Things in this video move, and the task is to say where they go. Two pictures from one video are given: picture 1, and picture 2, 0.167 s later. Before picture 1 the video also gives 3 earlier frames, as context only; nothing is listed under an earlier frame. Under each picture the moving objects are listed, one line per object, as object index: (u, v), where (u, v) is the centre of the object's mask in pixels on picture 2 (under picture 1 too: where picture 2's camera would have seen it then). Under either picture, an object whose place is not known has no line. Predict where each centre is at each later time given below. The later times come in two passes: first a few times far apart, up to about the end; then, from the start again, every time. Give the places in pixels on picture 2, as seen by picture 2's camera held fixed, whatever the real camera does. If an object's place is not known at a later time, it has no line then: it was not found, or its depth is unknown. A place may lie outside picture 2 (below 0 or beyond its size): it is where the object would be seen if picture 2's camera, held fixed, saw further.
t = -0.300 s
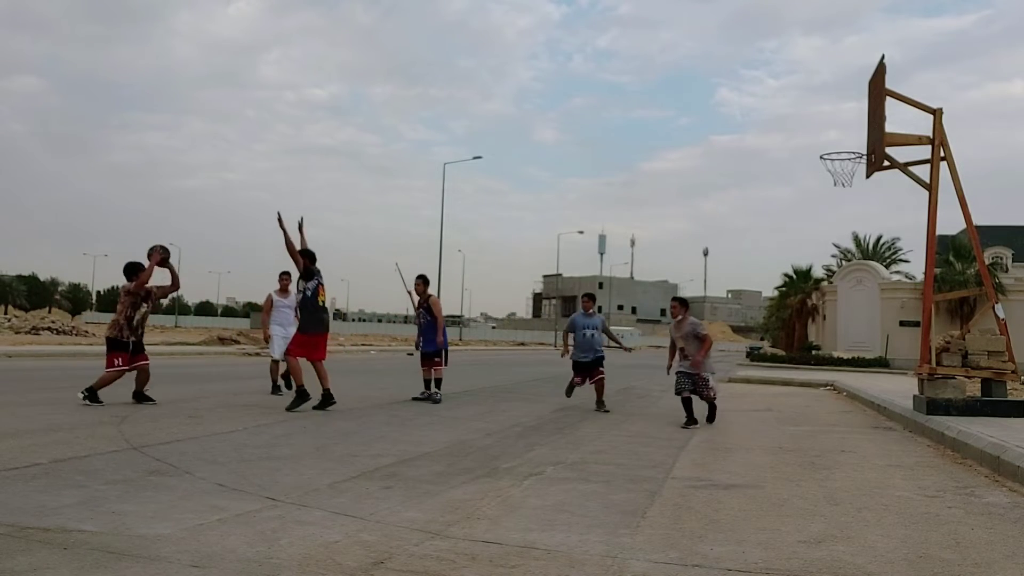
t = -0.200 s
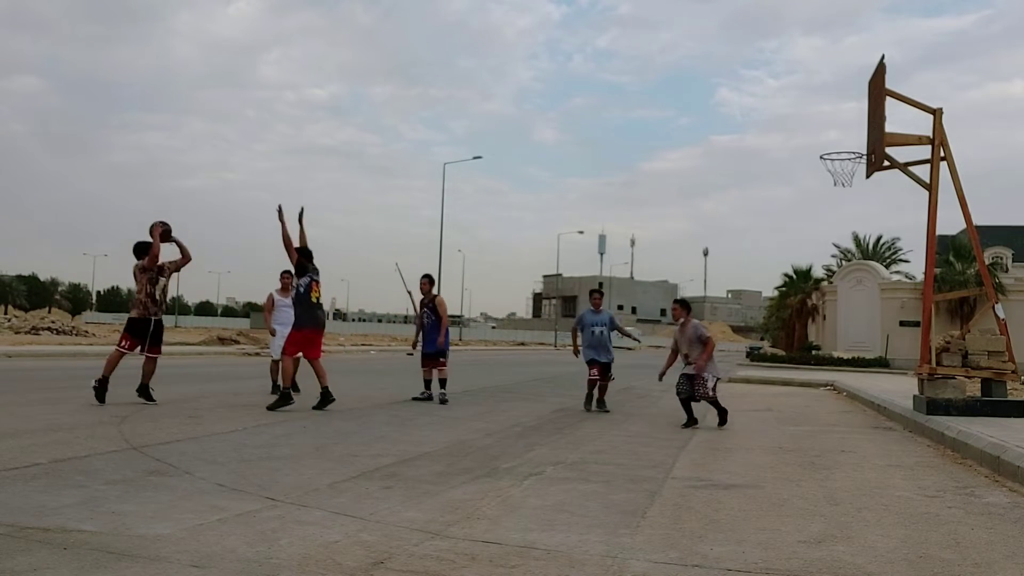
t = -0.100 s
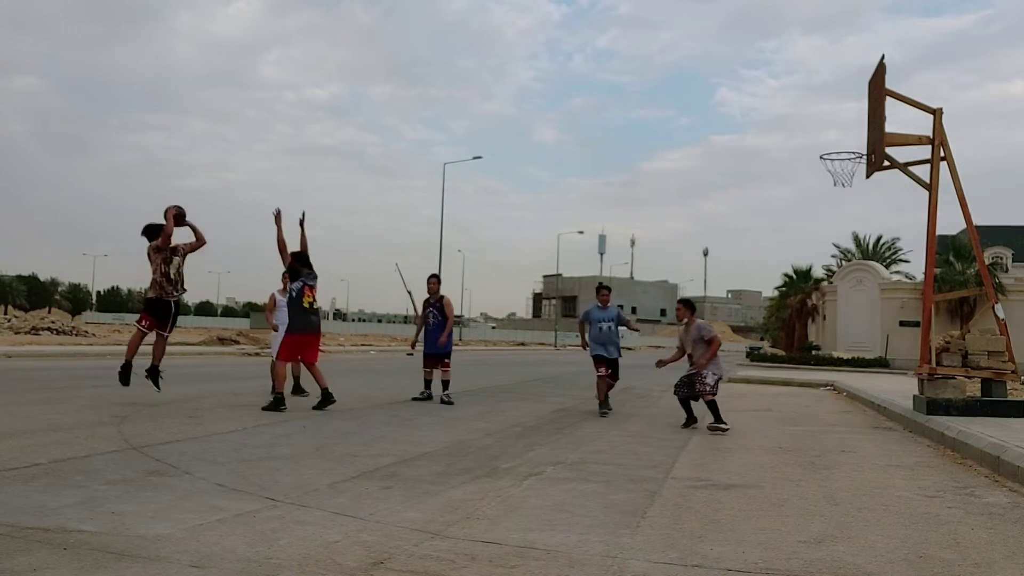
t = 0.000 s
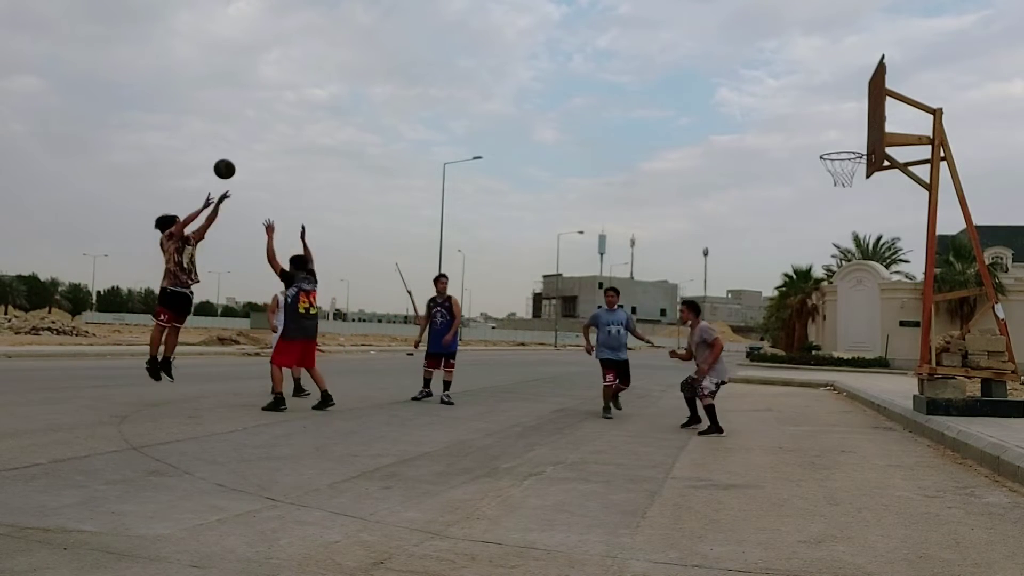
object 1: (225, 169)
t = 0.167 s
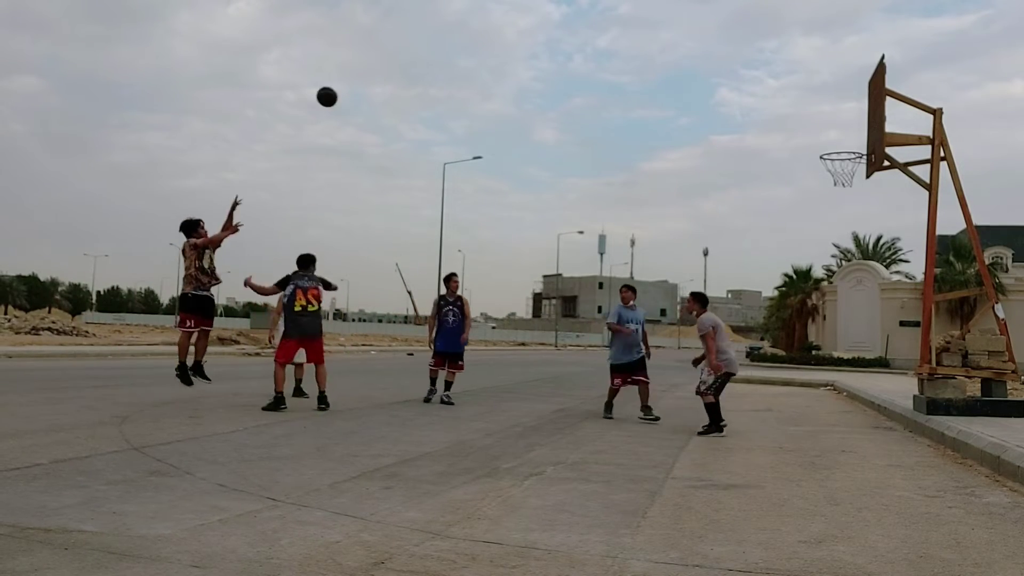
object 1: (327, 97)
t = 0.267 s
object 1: (386, 65)
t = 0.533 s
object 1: (539, 24)
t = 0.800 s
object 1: (686, 40)
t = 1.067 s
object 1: (829, 115)
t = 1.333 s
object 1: (860, 128)
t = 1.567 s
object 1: (854, 146)
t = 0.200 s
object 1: (347, 85)
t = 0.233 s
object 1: (367, 75)
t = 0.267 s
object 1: (386, 65)
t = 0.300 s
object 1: (406, 57)
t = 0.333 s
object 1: (425, 49)
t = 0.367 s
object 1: (444, 43)
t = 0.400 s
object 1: (464, 37)
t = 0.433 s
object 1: (483, 32)
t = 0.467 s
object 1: (501, 28)
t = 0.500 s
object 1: (520, 26)
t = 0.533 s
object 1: (539, 24)
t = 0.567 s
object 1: (558, 22)
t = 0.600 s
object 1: (576, 22)
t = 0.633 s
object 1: (595, 23)
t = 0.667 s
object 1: (613, 24)
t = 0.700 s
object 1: (631, 27)
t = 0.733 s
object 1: (650, 30)
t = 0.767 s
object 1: (668, 35)
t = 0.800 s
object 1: (686, 40)
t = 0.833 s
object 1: (704, 46)
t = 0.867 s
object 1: (722, 53)
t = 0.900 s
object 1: (740, 61)
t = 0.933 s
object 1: (758, 70)
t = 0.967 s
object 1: (776, 80)
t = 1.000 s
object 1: (793, 91)
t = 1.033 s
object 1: (811, 103)
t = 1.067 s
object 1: (829, 115)
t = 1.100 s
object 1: (846, 129)
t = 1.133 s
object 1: (863, 144)
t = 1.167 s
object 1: (864, 143)
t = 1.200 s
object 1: (863, 138)
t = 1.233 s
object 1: (863, 134)
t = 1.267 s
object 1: (862, 131)
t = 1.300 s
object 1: (861, 129)
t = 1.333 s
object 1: (860, 128)
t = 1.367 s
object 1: (859, 128)
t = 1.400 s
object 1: (858, 128)
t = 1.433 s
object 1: (857, 130)
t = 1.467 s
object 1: (857, 133)
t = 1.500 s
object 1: (856, 136)
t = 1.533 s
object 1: (855, 140)
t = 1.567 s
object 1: (854, 146)
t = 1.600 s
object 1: (853, 152)
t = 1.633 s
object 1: (852, 160)
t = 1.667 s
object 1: (850, 168)
